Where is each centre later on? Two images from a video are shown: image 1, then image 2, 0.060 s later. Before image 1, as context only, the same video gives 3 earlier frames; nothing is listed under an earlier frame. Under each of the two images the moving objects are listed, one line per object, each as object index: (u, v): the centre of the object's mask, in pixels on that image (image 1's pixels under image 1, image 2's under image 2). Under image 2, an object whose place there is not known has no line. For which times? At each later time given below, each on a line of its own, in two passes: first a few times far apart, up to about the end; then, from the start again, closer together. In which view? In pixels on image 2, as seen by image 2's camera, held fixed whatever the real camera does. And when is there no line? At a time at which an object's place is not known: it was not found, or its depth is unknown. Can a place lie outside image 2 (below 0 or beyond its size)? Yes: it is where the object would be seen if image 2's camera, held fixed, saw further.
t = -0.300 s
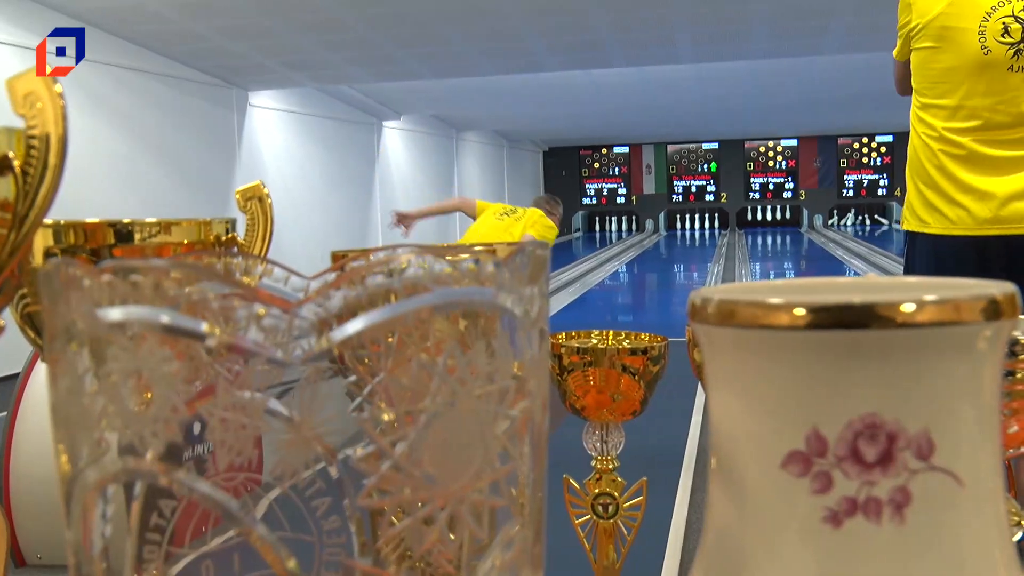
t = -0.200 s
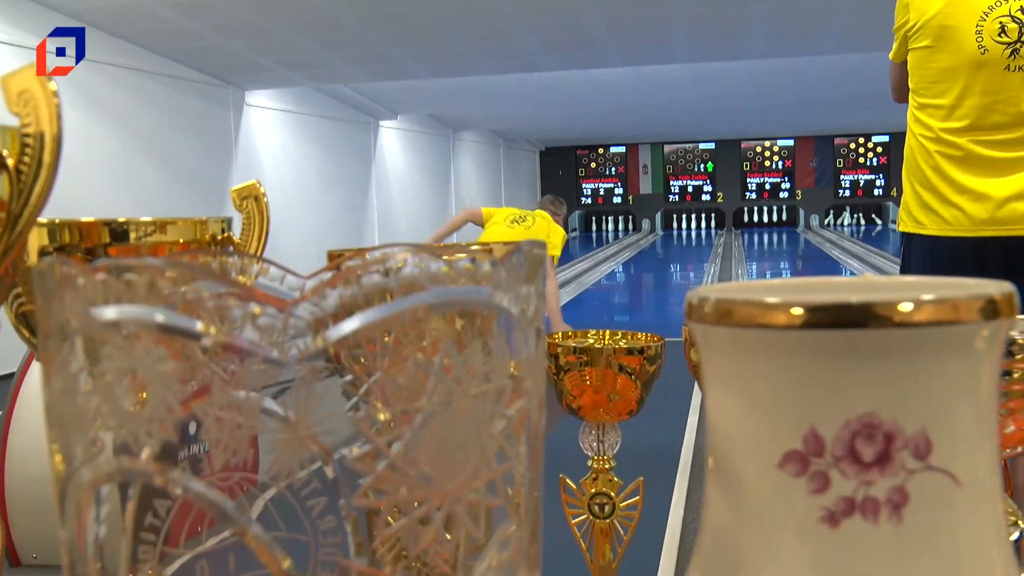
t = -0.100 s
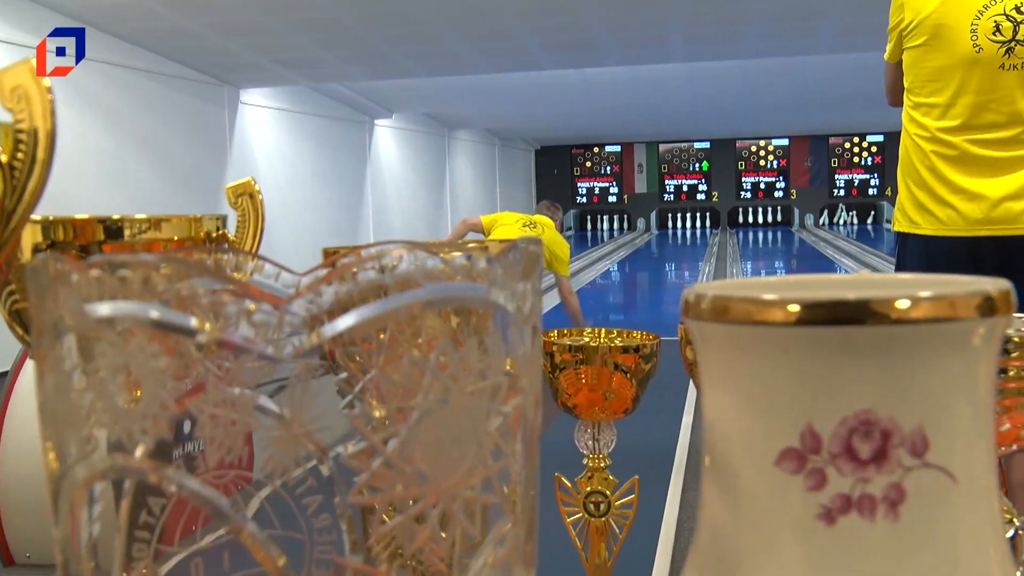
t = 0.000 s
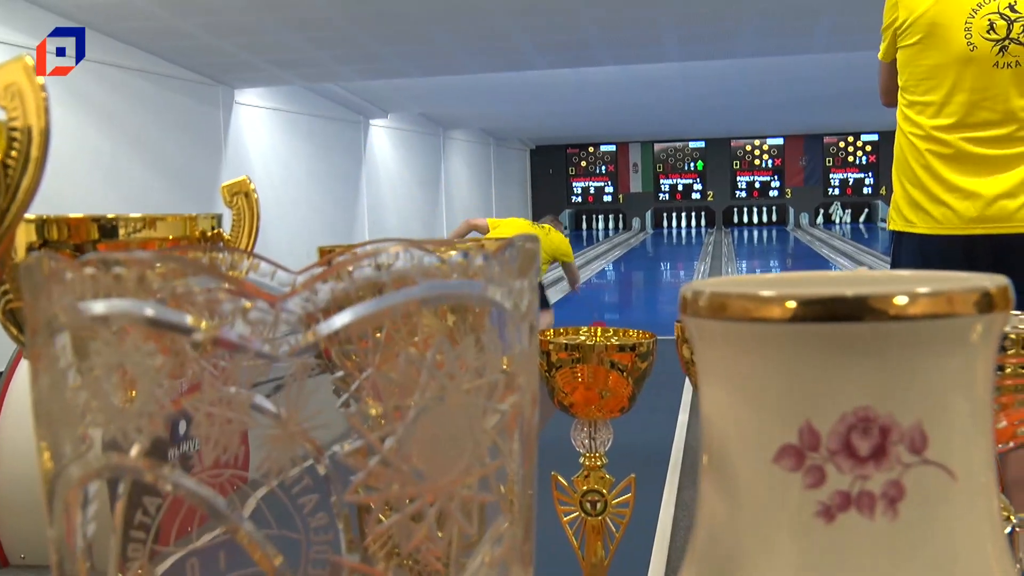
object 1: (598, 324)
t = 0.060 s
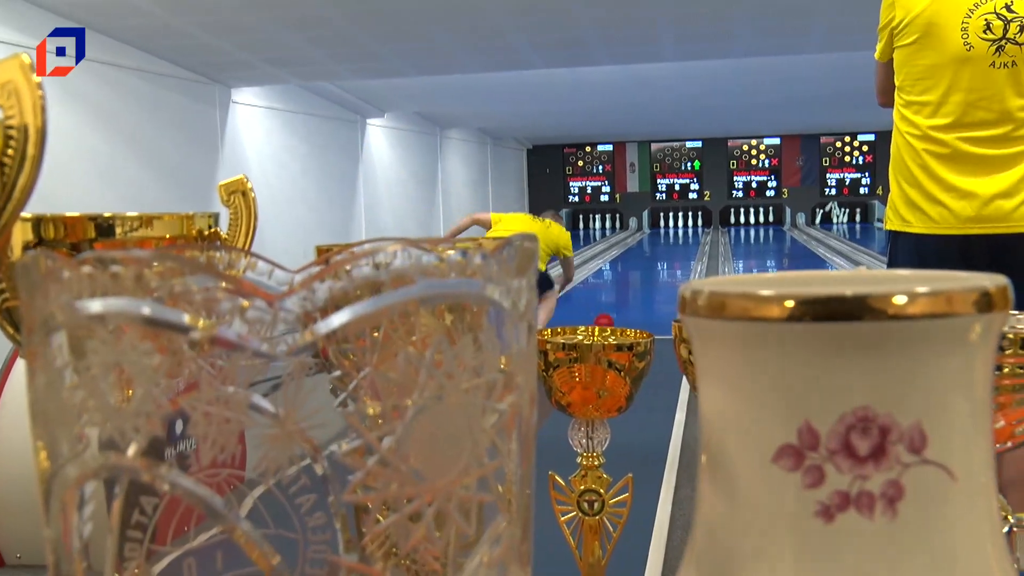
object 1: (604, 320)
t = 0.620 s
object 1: (646, 270)
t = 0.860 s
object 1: (655, 258)
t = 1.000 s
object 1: (660, 252)
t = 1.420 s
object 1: (669, 240)
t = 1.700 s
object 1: (673, 235)
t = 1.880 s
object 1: (676, 231)
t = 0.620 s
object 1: (646, 270)
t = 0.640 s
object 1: (647, 268)
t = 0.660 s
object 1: (648, 267)
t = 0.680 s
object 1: (649, 266)
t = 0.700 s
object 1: (650, 265)
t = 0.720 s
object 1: (651, 264)
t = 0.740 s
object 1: (651, 263)
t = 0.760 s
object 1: (653, 262)
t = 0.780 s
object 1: (653, 261)
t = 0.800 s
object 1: (653, 260)
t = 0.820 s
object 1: (654, 259)
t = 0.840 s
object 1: (655, 259)
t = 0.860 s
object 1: (655, 258)
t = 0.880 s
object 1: (656, 256)
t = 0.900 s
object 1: (657, 256)
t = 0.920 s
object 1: (658, 255)
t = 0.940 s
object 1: (658, 254)
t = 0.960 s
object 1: (659, 253)
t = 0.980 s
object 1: (659, 253)
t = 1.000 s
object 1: (660, 252)
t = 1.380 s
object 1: (669, 241)
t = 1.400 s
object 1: (669, 241)
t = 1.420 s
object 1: (669, 240)
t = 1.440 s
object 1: (670, 240)
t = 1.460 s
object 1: (670, 240)
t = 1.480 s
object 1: (671, 239)
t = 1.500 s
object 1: (671, 238)
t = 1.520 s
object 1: (671, 238)
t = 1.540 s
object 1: (671, 238)
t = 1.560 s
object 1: (672, 237)
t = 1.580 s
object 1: (672, 237)
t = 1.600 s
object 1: (672, 236)
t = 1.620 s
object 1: (672, 236)
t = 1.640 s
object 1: (672, 235)
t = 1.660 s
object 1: (673, 235)
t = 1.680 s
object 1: (673, 235)
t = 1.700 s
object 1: (673, 235)
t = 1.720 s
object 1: (673, 234)
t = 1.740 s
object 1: (674, 233)
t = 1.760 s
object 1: (674, 233)
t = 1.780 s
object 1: (674, 233)
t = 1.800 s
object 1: (674, 233)
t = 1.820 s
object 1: (675, 232)
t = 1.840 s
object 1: (675, 232)
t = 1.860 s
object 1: (676, 231)
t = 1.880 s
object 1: (676, 231)
